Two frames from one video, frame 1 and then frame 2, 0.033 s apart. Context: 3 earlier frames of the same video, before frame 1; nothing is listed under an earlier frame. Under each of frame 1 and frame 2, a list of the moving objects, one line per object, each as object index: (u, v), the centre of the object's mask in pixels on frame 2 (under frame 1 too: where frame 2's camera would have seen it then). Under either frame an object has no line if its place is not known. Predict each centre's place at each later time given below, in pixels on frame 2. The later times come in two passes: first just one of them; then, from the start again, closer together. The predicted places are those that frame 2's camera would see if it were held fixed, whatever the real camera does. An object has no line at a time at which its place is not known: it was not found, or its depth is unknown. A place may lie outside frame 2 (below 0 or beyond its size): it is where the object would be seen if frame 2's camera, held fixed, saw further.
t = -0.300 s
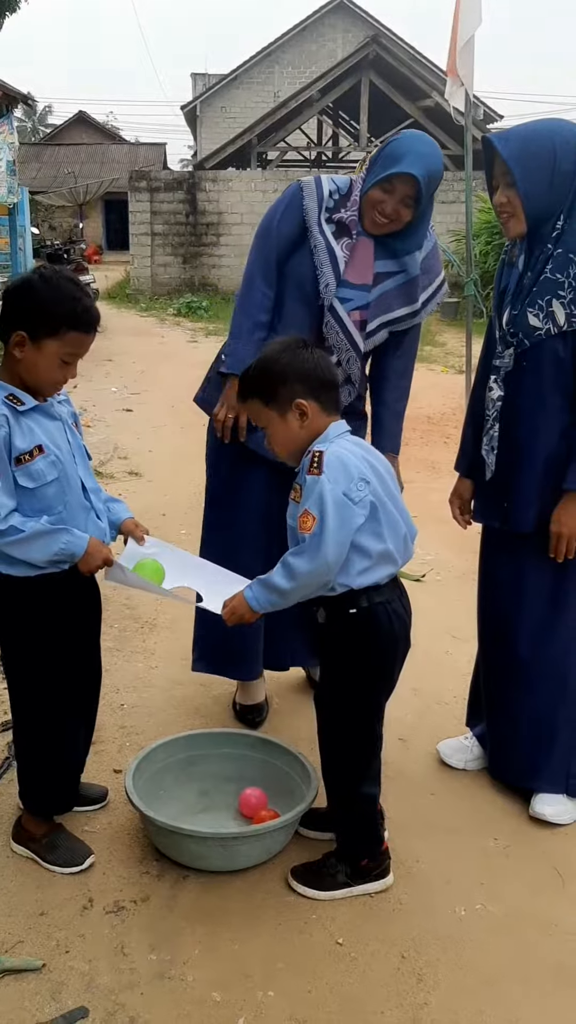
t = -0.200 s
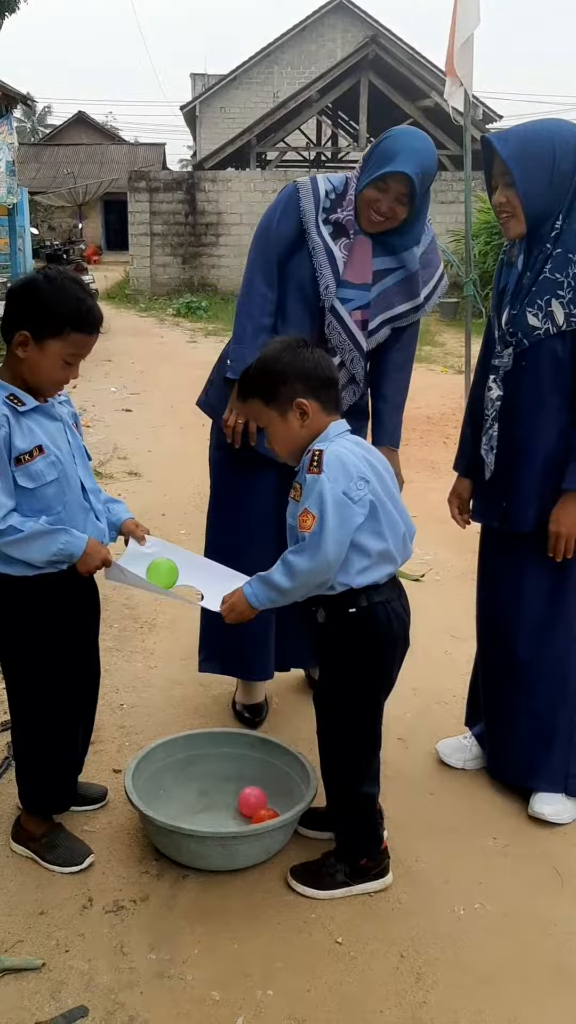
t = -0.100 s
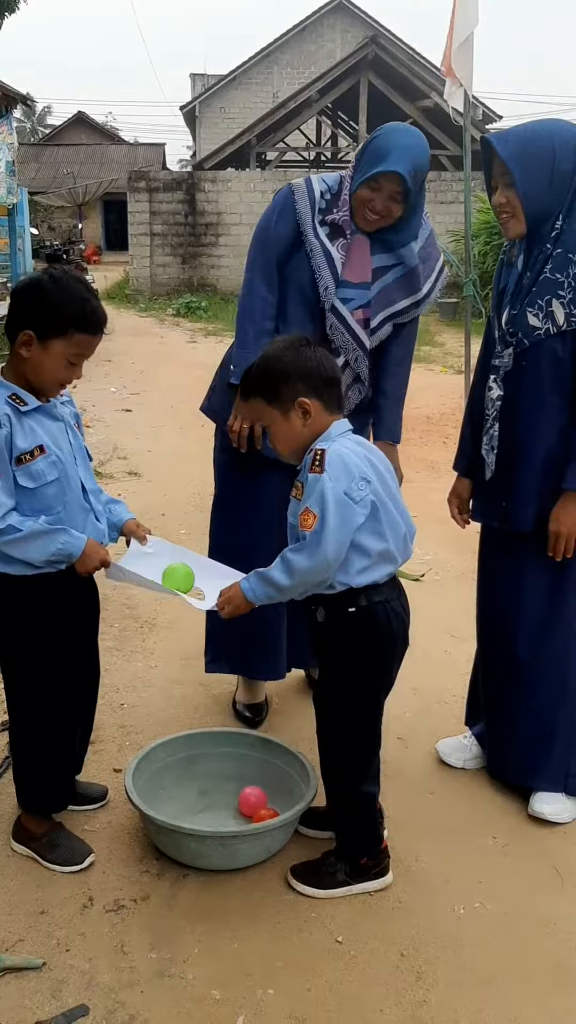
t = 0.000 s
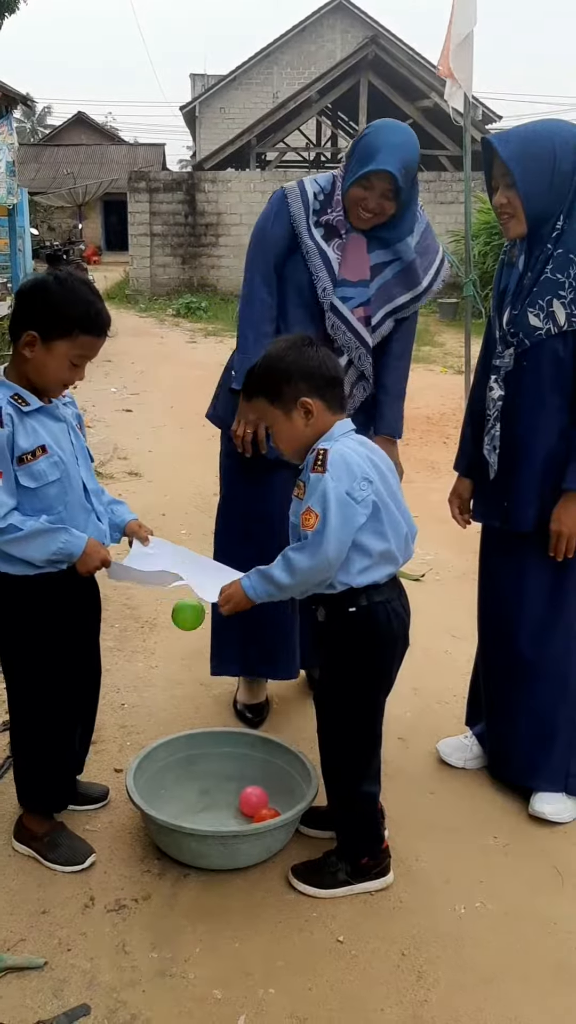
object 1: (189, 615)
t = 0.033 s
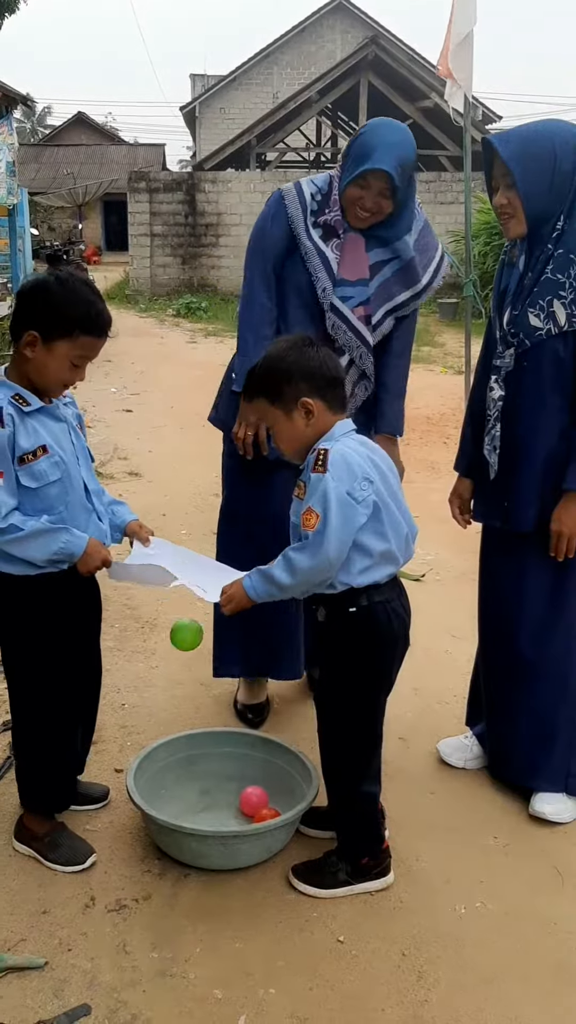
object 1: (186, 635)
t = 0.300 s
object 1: (231, 803)
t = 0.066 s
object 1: (185, 661)
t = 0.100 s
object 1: (183, 690)
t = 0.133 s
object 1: (181, 723)
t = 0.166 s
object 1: (179, 760)
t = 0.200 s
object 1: (178, 802)
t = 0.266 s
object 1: (206, 815)
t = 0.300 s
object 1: (231, 803)
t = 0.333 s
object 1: (254, 796)
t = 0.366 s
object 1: (270, 784)
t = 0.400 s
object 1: (282, 774)
